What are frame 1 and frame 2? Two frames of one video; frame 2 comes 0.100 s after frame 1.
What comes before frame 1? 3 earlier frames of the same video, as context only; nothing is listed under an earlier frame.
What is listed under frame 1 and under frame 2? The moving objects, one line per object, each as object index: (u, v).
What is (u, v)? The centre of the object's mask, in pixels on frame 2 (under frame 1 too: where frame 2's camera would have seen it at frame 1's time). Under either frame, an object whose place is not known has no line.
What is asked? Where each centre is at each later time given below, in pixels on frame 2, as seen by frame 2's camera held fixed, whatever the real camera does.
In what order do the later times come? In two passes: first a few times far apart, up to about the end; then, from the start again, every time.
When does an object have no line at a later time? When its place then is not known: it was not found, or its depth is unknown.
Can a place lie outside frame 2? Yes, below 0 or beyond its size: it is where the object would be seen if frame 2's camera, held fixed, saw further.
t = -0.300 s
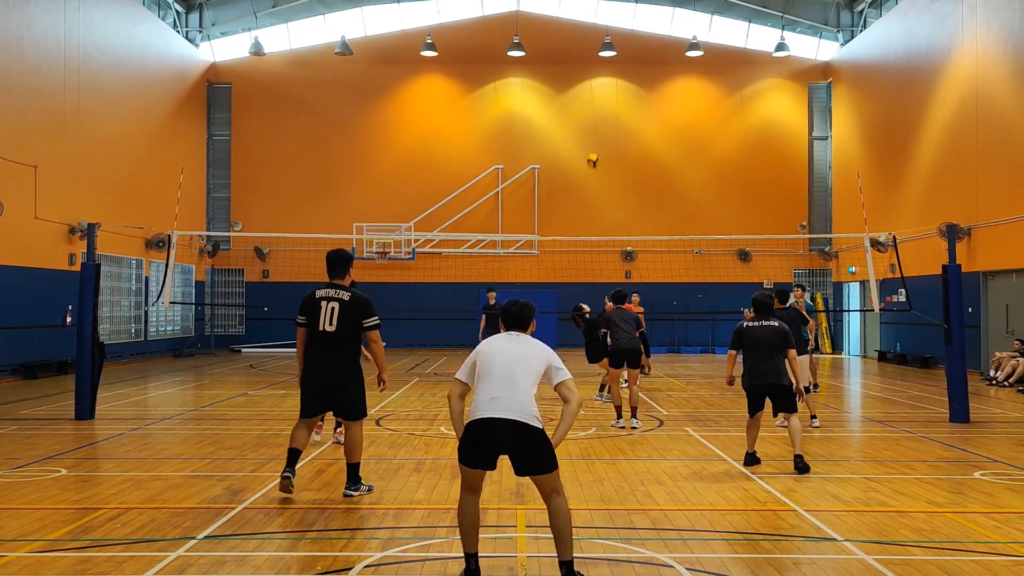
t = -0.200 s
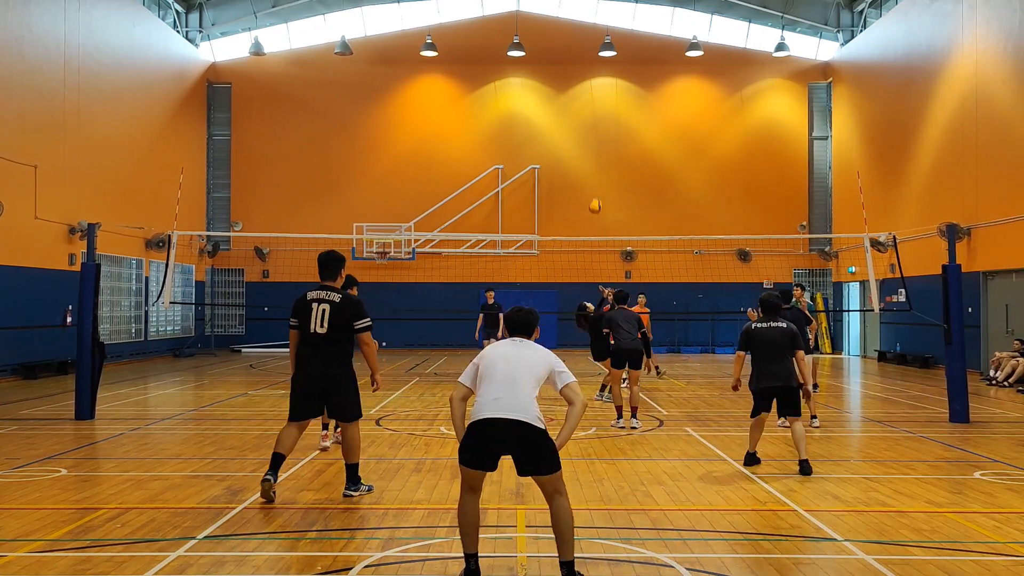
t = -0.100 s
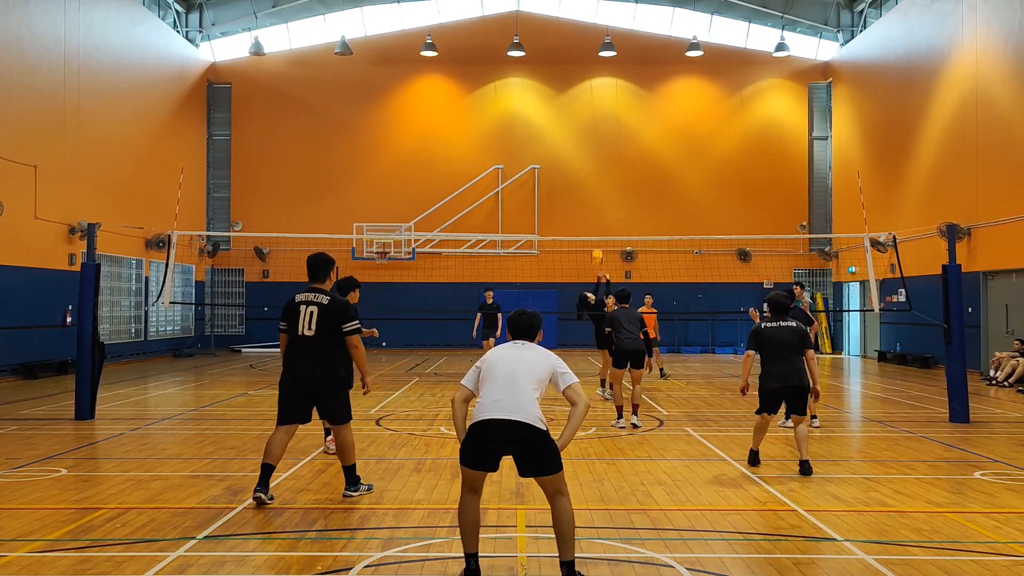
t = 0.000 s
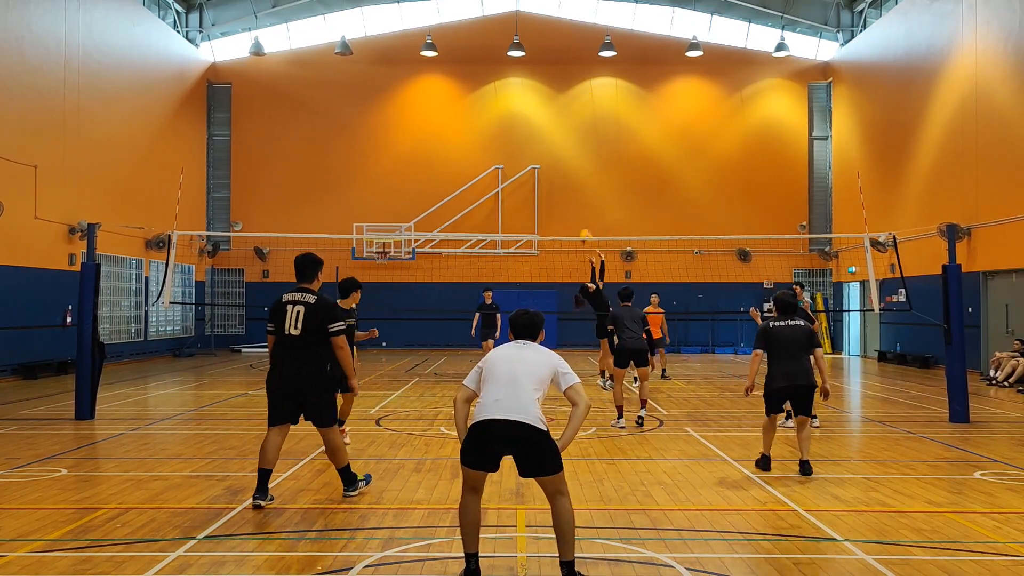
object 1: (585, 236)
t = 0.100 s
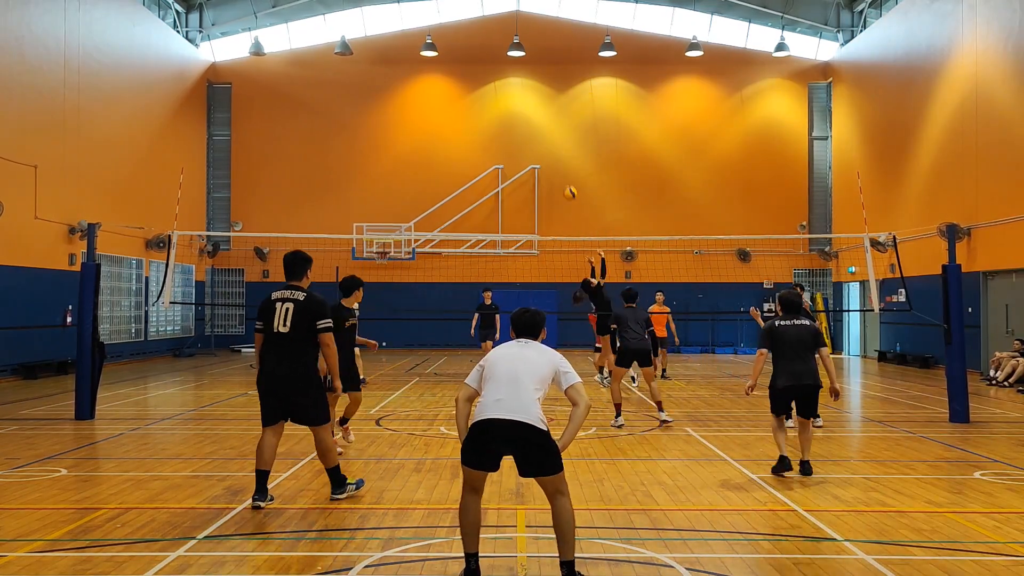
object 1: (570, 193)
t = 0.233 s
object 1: (549, 145)
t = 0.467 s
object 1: (513, 86)
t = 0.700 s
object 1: (477, 63)
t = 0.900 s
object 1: (446, 72)
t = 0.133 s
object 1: (564, 179)
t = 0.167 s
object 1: (560, 167)
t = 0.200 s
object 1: (554, 156)
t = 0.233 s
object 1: (549, 145)
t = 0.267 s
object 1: (544, 134)
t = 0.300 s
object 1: (538, 123)
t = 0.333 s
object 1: (533, 114)
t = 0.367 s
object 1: (528, 106)
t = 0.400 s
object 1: (522, 99)
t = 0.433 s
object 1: (517, 92)
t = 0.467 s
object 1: (513, 86)
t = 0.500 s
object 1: (507, 80)
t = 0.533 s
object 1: (502, 76)
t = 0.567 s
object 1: (497, 72)
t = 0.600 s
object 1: (492, 69)
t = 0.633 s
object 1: (487, 66)
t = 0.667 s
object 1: (481, 64)
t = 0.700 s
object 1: (477, 63)
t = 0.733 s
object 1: (472, 63)
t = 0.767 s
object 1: (467, 63)
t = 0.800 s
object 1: (461, 64)
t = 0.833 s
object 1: (456, 66)
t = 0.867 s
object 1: (451, 68)
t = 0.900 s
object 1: (446, 72)
